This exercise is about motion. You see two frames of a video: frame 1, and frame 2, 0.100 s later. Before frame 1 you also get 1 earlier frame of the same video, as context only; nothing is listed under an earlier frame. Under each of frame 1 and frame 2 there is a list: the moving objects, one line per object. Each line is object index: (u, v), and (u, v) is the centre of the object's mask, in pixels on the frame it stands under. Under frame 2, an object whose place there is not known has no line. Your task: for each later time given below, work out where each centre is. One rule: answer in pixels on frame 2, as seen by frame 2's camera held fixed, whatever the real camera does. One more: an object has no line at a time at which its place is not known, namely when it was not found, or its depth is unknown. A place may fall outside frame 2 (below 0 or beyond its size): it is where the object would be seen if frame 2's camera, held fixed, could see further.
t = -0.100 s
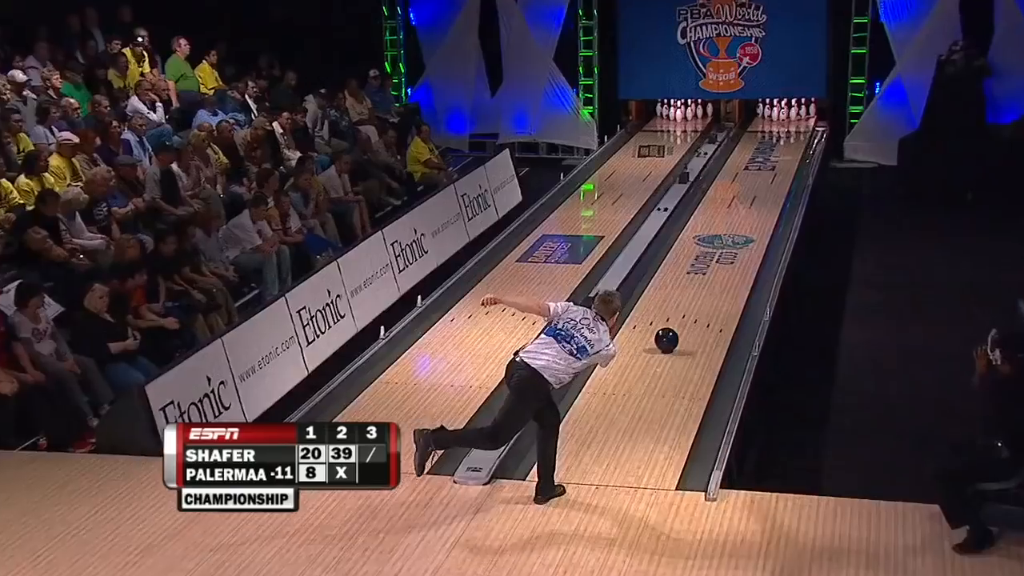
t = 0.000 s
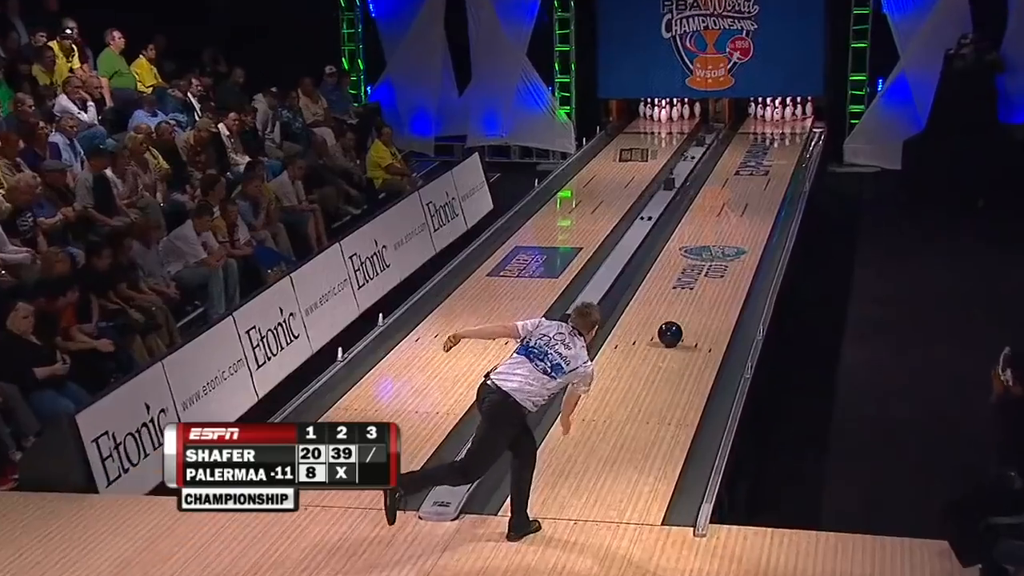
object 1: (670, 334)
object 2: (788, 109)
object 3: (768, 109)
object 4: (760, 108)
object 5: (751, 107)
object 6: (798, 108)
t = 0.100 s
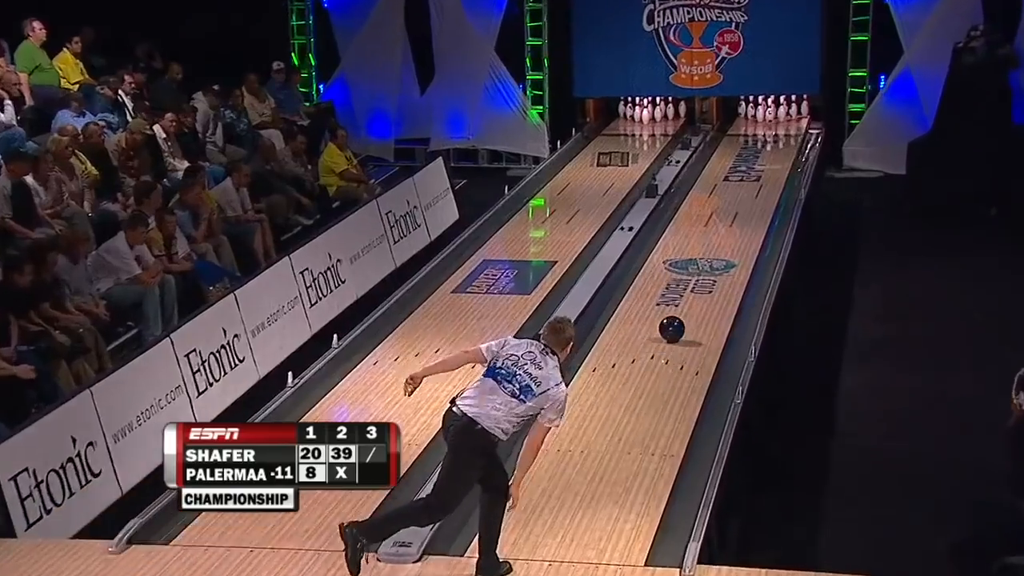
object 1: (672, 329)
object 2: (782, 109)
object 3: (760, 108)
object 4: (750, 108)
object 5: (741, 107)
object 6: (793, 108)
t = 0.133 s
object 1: (677, 321)
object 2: (783, 108)
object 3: (762, 107)
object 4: (752, 106)
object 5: (742, 106)
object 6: (795, 106)
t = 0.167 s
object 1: (682, 312)
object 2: (786, 106)
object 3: (764, 106)
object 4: (753, 105)
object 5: (744, 105)
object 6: (797, 105)
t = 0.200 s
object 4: (755, 104)
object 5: (745, 104)
